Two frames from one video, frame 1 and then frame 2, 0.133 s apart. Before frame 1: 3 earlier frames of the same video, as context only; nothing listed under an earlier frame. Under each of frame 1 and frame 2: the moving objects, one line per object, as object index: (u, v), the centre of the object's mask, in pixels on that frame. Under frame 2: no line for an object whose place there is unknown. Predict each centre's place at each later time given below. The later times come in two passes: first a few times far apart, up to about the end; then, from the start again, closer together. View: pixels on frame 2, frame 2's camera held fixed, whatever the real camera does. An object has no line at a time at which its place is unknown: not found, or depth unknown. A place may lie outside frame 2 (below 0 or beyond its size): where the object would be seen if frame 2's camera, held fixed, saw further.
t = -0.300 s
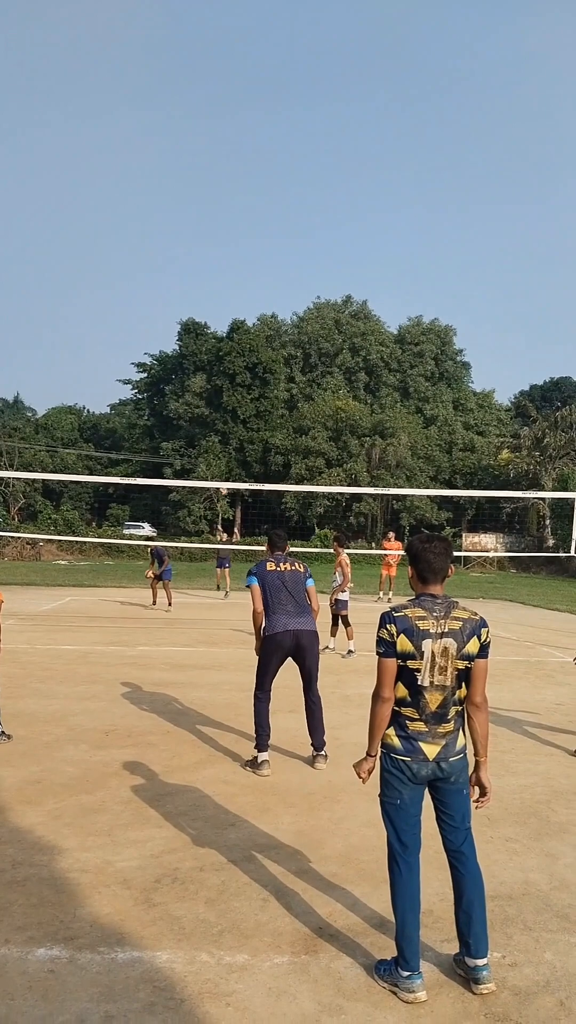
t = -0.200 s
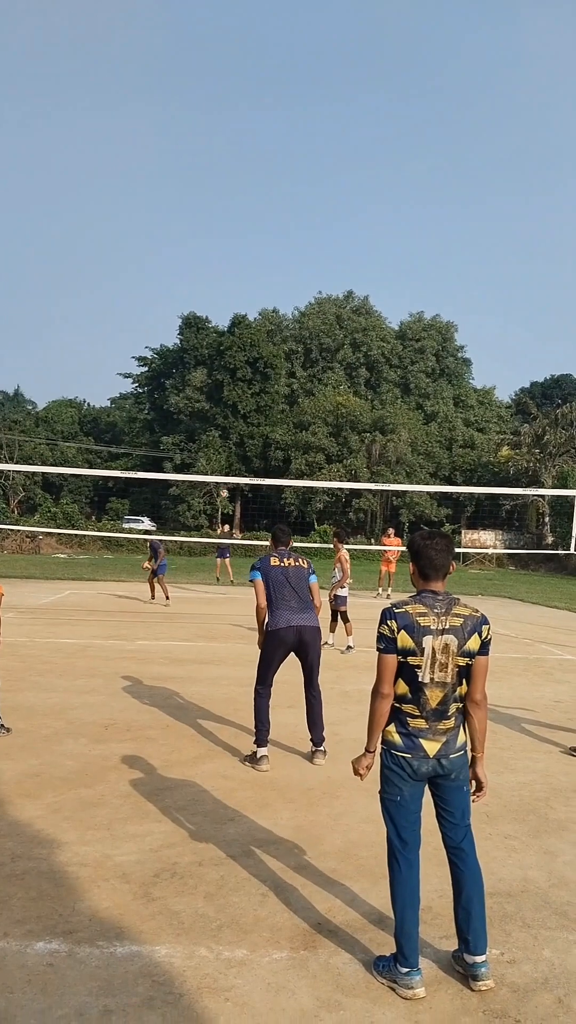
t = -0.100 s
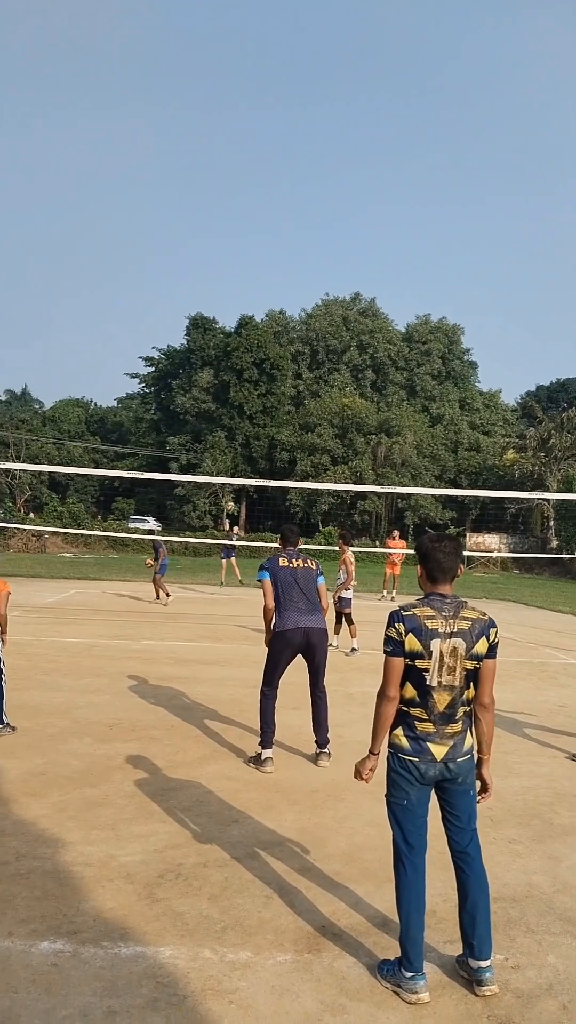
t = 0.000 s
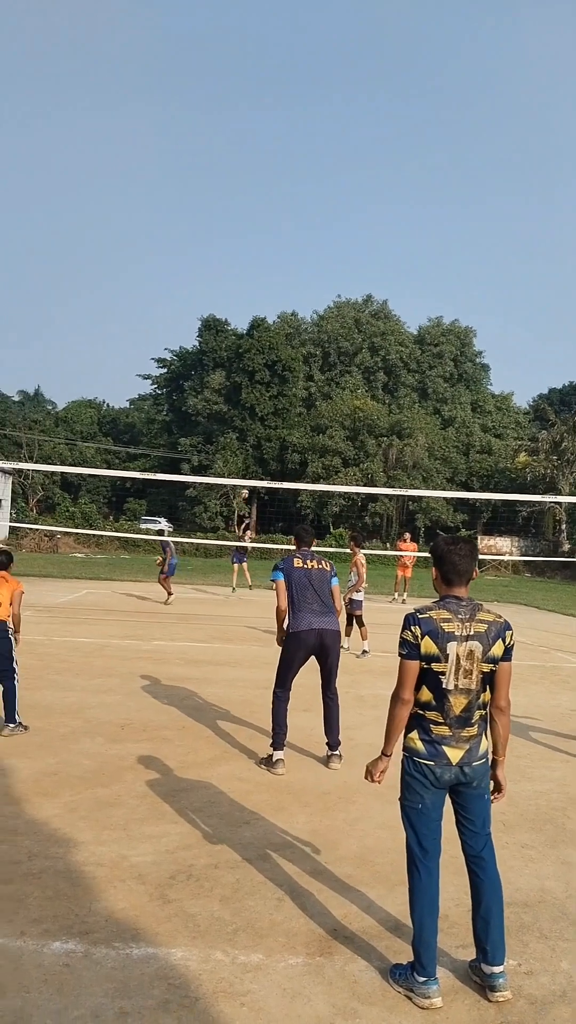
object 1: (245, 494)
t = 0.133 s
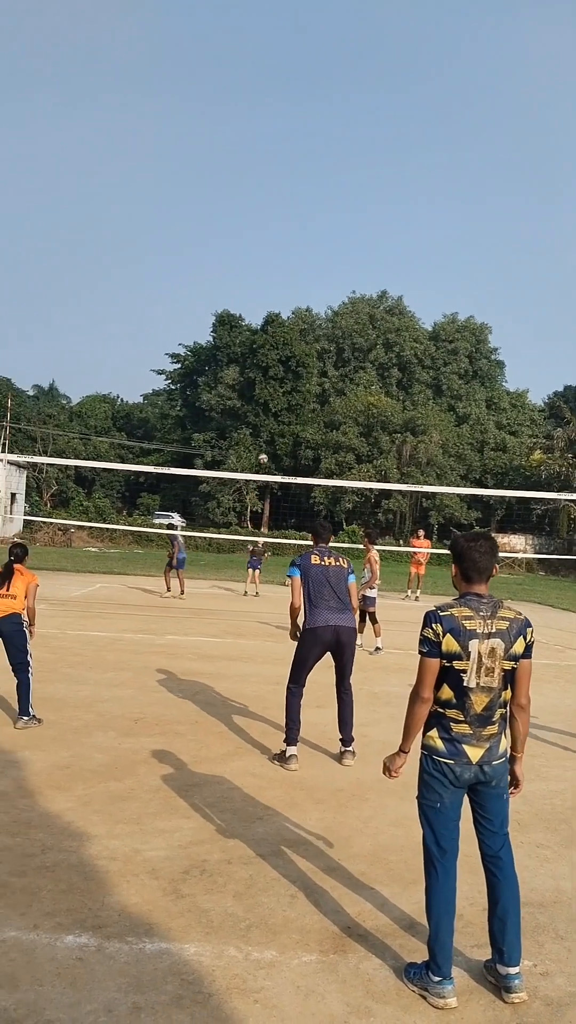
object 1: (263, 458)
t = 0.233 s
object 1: (266, 438)
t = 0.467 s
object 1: (270, 402)
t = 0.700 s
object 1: (271, 395)
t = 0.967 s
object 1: (265, 443)
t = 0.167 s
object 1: (264, 451)
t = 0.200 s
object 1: (265, 445)
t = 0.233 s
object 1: (266, 438)
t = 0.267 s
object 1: (267, 432)
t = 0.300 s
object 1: (268, 426)
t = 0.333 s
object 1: (268, 420)
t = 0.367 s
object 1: (269, 415)
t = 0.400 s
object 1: (269, 410)
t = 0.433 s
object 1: (270, 406)
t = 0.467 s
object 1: (270, 402)
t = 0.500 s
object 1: (270, 399)
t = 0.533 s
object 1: (271, 397)
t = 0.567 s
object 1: (271, 395)
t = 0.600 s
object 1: (271, 394)
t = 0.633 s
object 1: (271, 394)
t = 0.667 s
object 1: (271, 394)
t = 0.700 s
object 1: (271, 395)
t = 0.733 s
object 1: (271, 397)
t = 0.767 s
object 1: (271, 400)
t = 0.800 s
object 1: (270, 404)
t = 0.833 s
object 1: (269, 409)
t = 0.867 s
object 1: (268, 415)
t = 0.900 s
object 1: (268, 423)
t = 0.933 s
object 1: (266, 432)
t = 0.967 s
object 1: (265, 443)
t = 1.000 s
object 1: (264, 456)
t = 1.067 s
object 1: (263, 487)
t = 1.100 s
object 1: (262, 505)
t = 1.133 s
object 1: (261, 525)
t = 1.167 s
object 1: (262, 549)
